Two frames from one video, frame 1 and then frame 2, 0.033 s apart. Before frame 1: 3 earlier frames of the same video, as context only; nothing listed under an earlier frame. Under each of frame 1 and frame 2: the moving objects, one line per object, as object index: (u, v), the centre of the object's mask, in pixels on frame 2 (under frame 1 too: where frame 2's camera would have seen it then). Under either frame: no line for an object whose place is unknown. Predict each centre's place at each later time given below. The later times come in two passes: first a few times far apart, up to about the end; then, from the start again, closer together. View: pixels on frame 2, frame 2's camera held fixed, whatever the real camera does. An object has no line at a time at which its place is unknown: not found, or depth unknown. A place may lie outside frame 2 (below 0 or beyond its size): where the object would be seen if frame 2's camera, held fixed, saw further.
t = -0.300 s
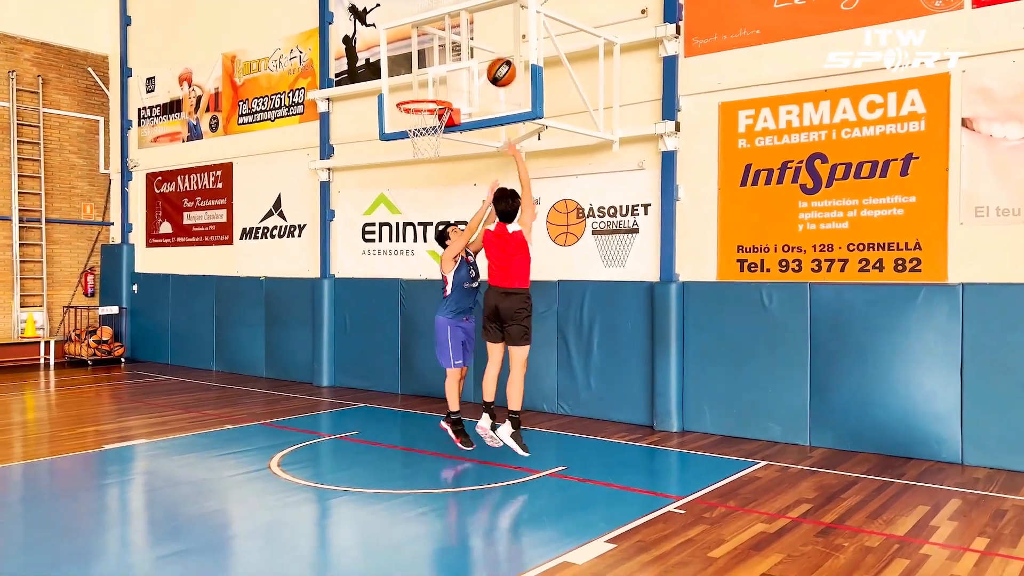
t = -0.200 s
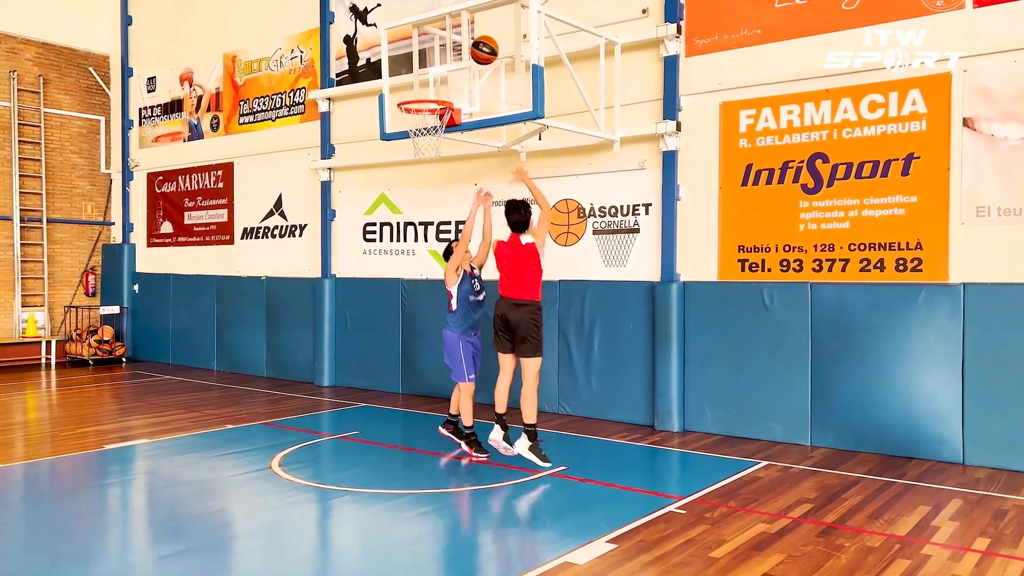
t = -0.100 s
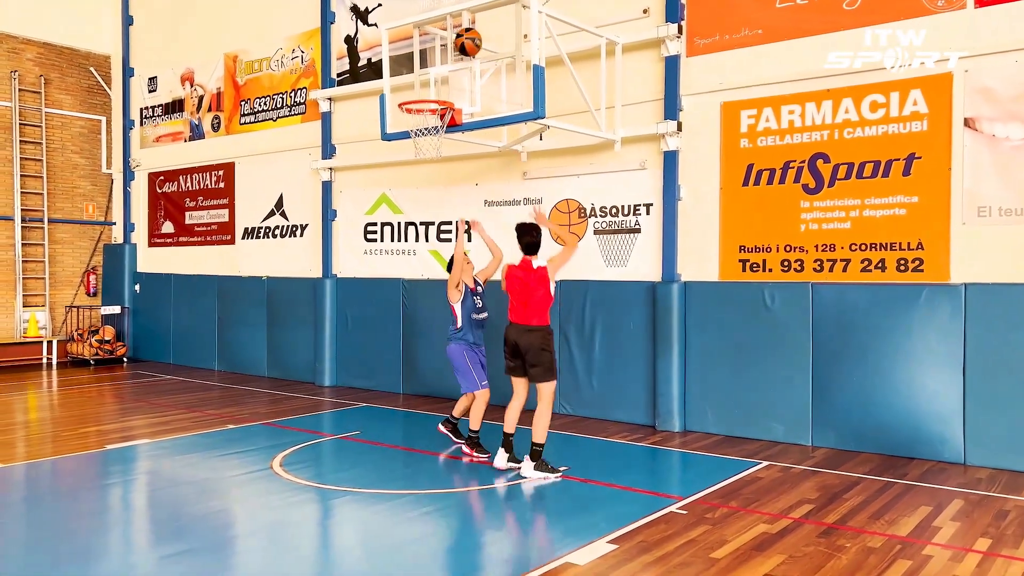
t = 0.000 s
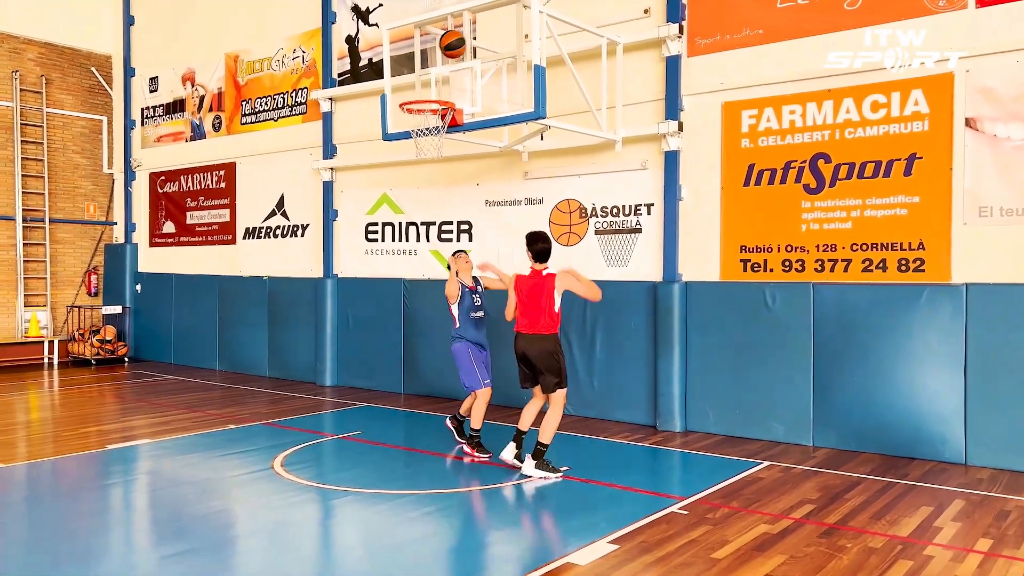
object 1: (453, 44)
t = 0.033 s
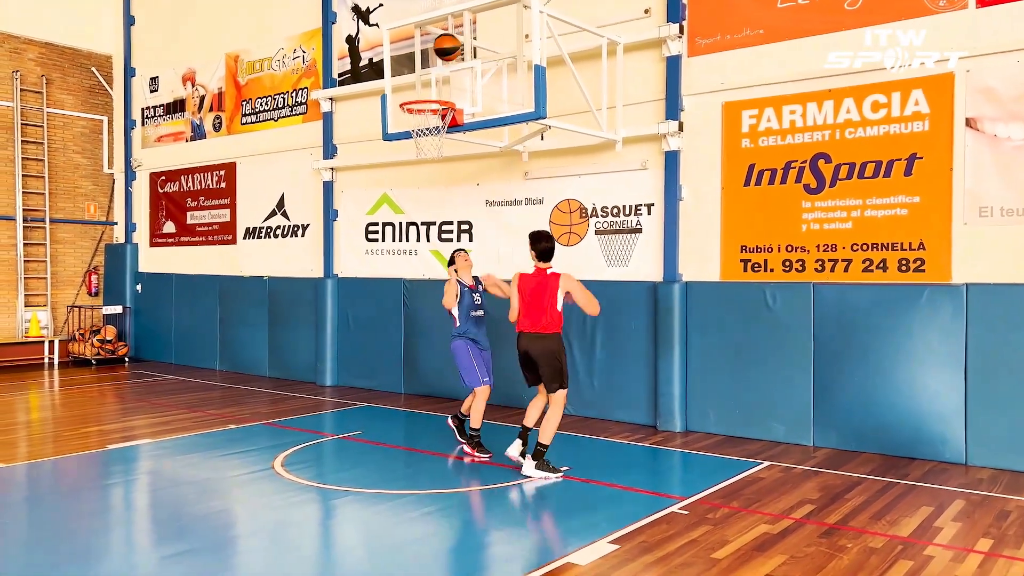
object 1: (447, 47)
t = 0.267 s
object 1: (408, 93)
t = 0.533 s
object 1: (387, 92)
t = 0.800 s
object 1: (365, 169)
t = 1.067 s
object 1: (345, 323)
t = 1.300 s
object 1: (326, 394)
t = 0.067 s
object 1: (441, 51)
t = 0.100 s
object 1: (435, 56)
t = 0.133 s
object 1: (430, 63)
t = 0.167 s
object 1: (424, 71)
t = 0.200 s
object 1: (418, 80)
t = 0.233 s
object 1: (412, 90)
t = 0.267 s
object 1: (408, 93)
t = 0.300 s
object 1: (406, 89)
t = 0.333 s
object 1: (403, 86)
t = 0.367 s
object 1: (400, 84)
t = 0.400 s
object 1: (398, 83)
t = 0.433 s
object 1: (395, 84)
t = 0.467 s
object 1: (392, 85)
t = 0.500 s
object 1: (389, 88)
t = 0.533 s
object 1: (387, 92)
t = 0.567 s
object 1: (384, 98)
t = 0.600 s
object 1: (381, 104)
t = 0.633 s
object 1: (378, 112)
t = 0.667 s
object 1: (376, 121)
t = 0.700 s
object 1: (373, 131)
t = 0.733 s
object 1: (371, 143)
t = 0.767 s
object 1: (368, 156)
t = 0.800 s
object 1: (365, 169)
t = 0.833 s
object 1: (363, 185)
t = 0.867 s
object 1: (360, 201)
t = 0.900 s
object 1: (358, 218)
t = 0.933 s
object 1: (355, 236)
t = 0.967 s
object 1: (353, 257)
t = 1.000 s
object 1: (350, 279)
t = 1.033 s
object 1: (348, 300)
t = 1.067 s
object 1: (345, 323)
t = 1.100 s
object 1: (342, 348)
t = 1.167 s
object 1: (337, 399)
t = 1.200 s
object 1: (333, 428)
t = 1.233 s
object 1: (330, 434)
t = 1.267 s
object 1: (328, 414)
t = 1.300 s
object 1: (326, 394)
